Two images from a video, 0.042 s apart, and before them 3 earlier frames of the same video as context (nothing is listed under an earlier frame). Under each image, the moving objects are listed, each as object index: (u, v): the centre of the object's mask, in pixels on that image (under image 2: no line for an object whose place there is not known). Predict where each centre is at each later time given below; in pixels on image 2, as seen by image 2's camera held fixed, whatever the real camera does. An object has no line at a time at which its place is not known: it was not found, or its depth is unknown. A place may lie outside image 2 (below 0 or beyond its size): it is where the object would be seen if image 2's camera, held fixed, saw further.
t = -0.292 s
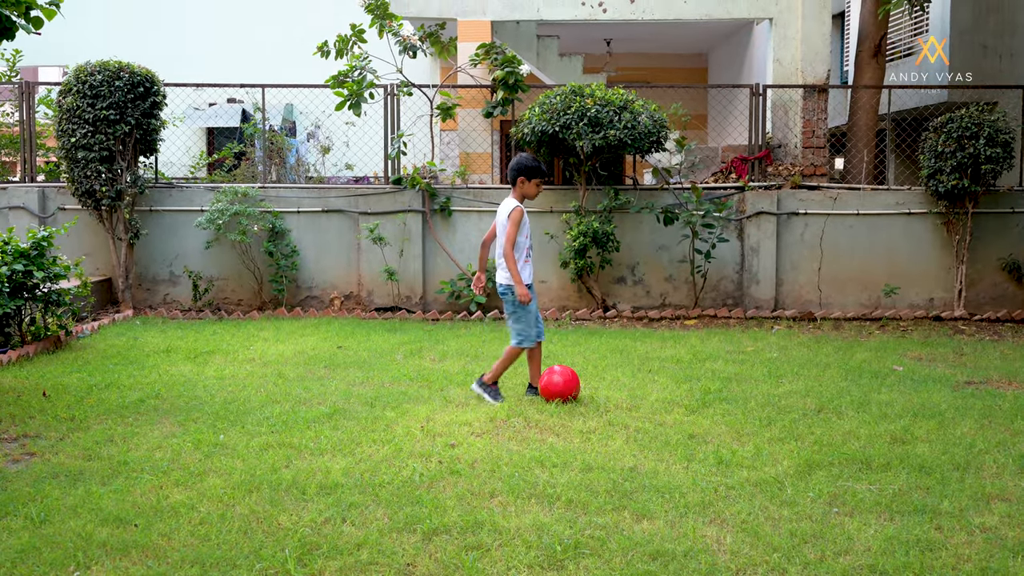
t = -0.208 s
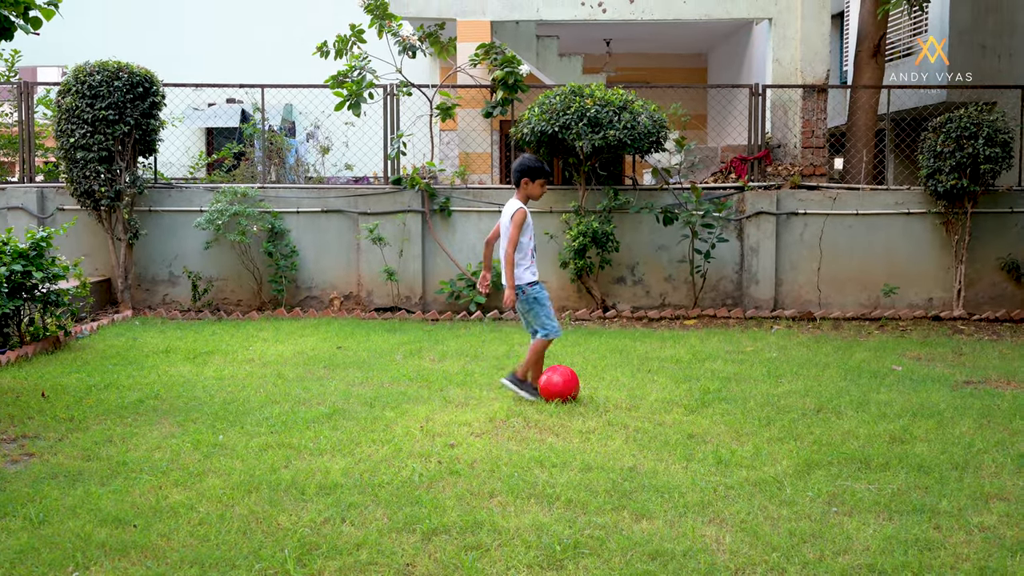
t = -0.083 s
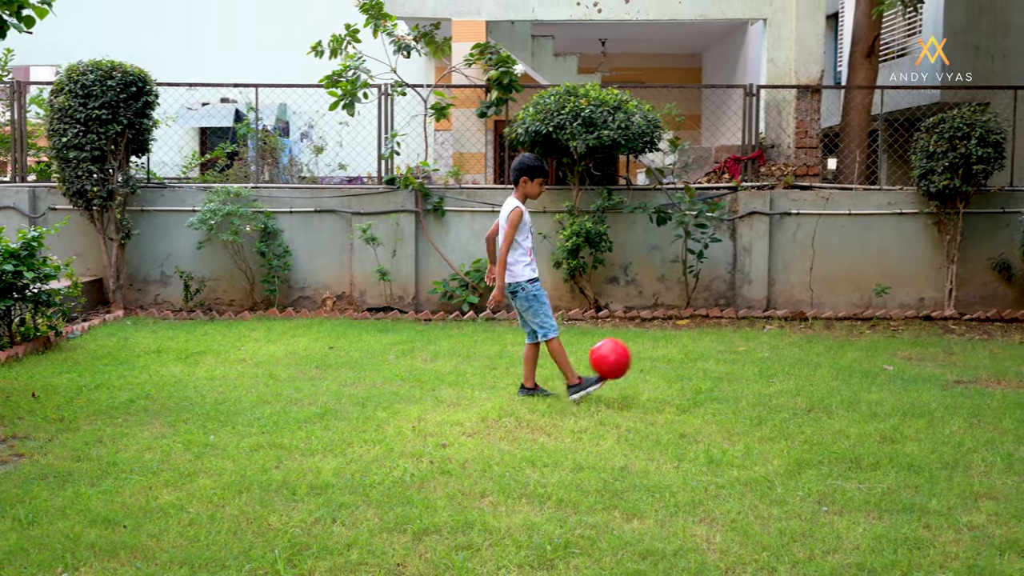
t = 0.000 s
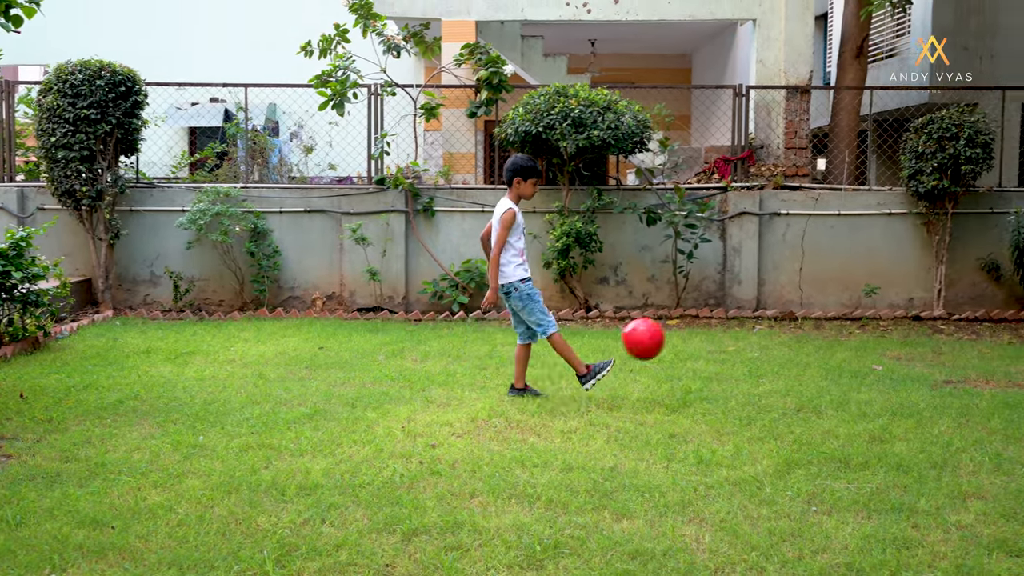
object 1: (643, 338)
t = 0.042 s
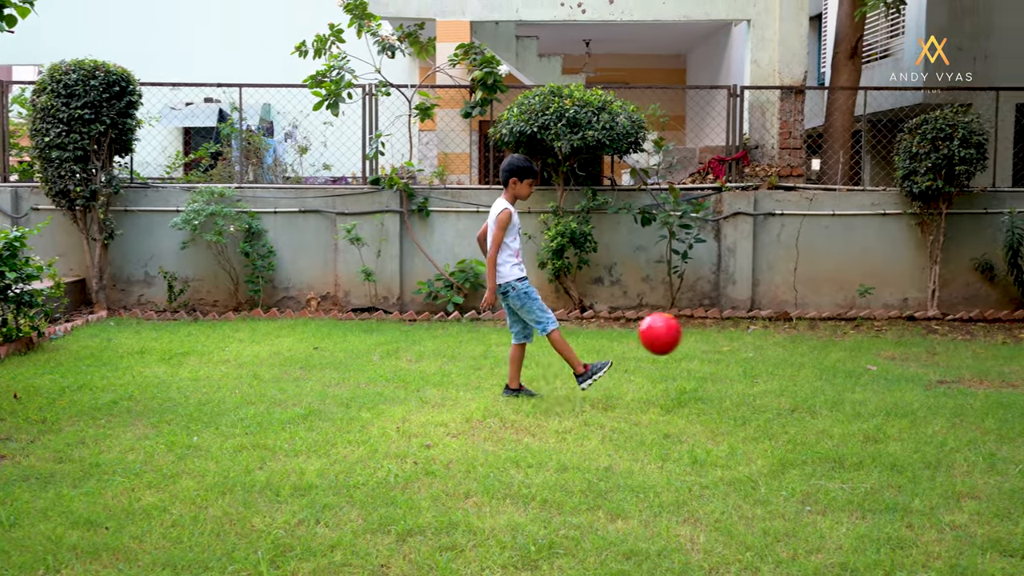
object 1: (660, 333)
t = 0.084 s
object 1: (682, 331)
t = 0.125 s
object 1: (704, 332)
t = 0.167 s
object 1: (726, 337)
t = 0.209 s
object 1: (749, 346)
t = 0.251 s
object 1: (771, 358)
